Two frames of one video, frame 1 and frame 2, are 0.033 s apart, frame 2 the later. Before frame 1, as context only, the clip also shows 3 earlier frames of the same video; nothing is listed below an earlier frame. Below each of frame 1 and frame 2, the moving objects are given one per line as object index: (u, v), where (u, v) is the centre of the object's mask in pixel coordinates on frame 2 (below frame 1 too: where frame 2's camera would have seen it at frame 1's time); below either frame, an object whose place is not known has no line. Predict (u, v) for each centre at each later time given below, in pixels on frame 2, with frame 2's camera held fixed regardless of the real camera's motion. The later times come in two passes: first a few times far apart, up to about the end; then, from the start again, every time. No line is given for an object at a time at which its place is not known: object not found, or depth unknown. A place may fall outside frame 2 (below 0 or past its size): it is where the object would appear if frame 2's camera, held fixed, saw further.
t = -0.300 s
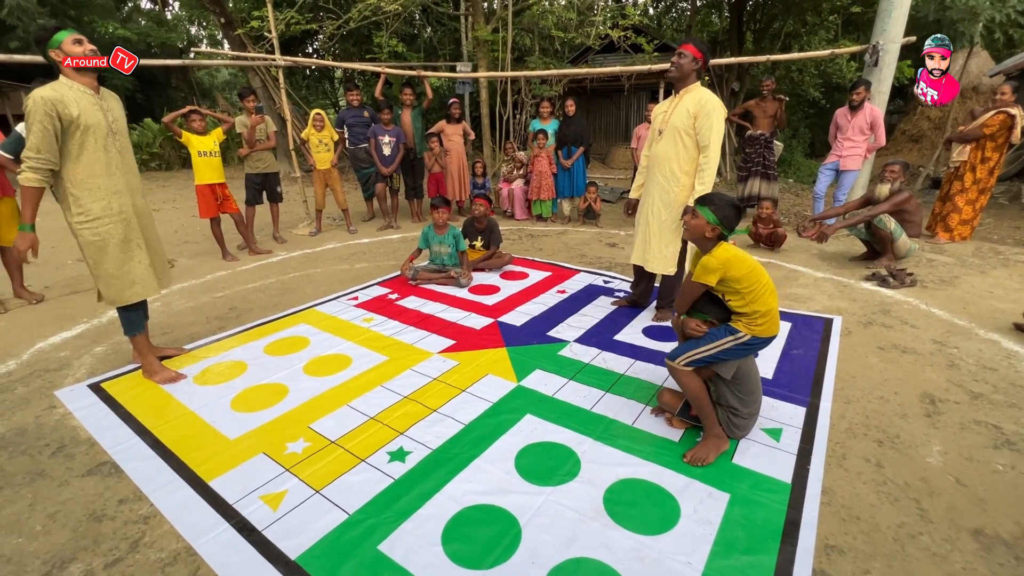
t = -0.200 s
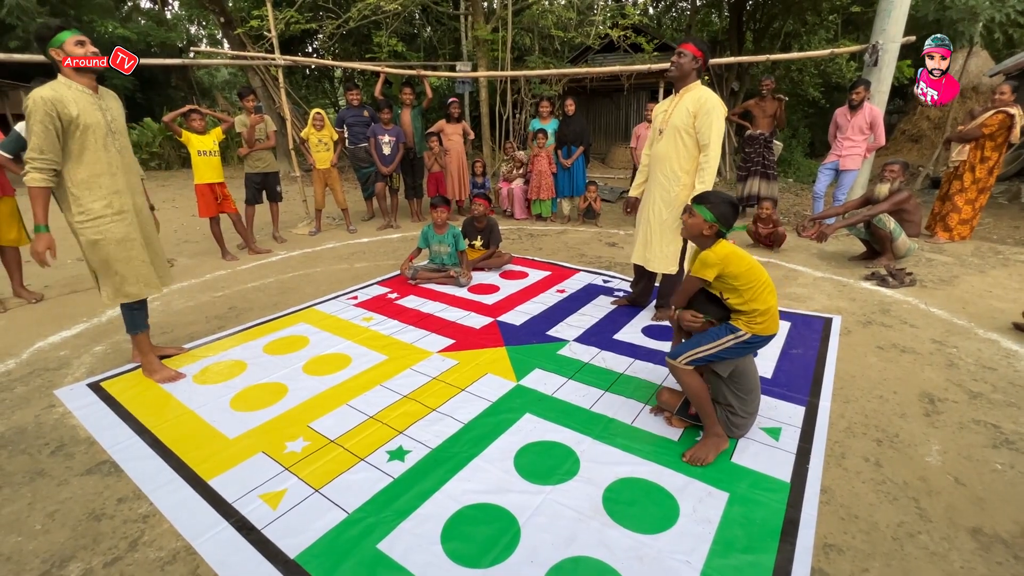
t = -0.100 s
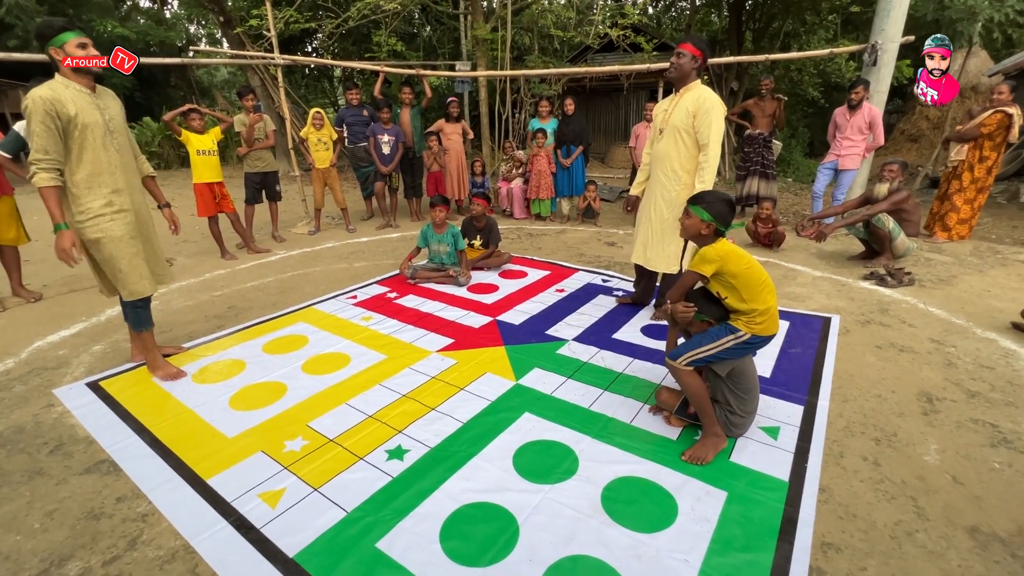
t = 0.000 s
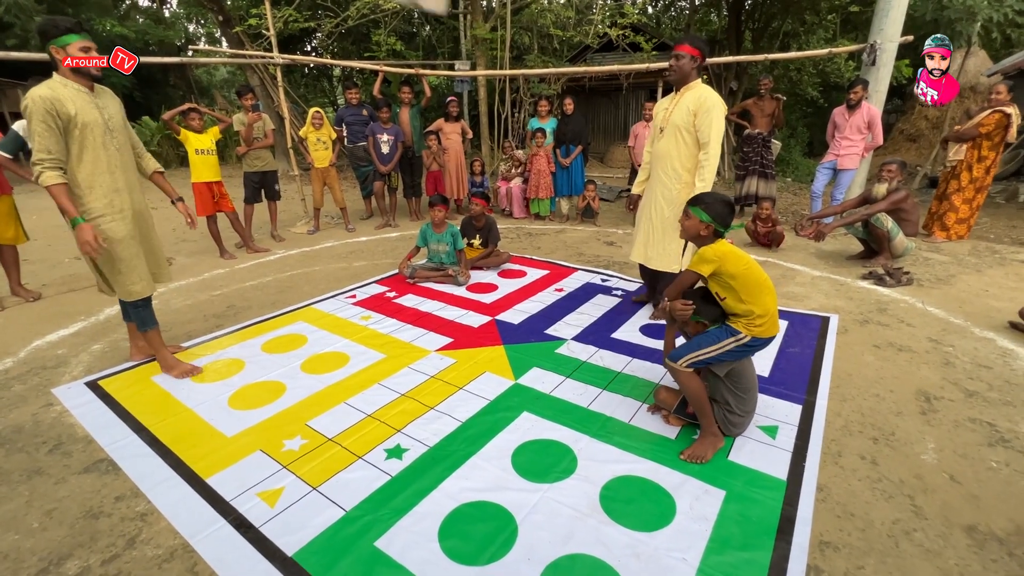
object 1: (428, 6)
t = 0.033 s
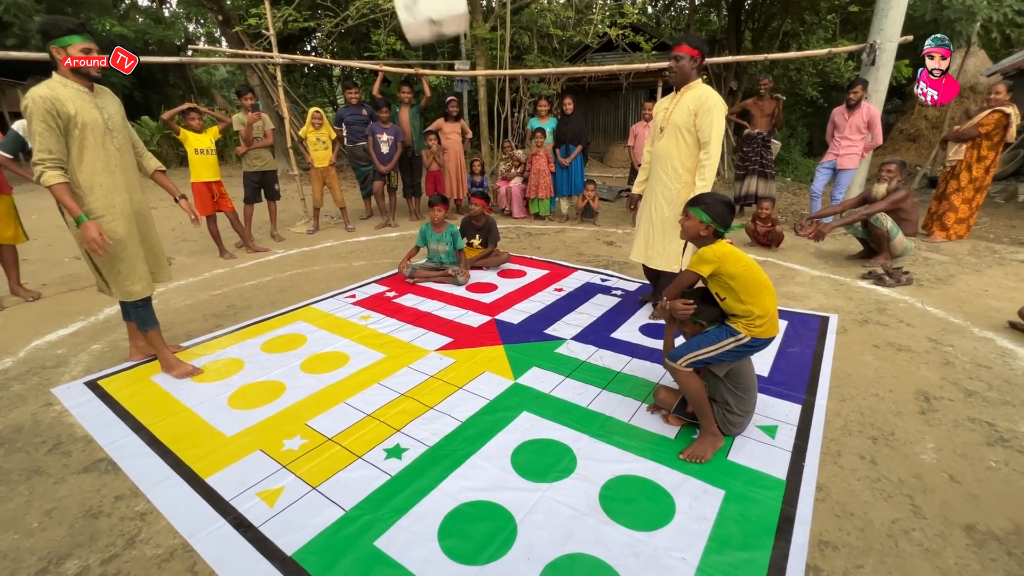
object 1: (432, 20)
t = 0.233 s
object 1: (480, 193)
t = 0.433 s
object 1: (493, 296)
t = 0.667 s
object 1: (448, 281)
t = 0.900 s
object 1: (422, 290)
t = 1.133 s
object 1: (410, 289)
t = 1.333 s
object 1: (401, 292)
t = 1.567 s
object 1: (390, 293)
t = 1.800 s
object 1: (389, 297)
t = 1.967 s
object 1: (389, 297)
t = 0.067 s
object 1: (439, 31)
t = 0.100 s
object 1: (445, 53)
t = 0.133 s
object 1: (454, 88)
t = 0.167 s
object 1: (462, 124)
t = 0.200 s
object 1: (471, 159)
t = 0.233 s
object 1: (480, 193)
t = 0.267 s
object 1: (487, 226)
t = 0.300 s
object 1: (495, 256)
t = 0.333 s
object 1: (502, 289)
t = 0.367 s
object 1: (508, 312)
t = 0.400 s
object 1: (500, 306)
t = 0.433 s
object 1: (493, 296)
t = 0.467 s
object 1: (485, 288)
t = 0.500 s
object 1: (478, 283)
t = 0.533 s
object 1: (472, 279)
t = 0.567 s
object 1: (466, 277)
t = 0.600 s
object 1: (460, 277)
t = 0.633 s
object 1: (453, 278)
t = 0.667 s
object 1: (448, 281)
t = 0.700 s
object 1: (444, 286)
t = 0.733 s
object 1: (439, 291)
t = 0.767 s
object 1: (436, 296)
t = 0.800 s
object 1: (432, 293)
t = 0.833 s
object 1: (429, 291)
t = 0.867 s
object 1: (426, 291)
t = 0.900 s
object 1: (422, 290)
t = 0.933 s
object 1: (420, 289)
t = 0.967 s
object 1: (418, 289)
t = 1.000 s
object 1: (417, 288)
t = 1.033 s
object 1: (415, 288)
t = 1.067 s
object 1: (413, 289)
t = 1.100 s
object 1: (411, 288)
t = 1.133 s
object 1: (410, 289)
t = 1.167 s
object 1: (408, 289)
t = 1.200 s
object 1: (406, 290)
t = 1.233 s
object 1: (405, 291)
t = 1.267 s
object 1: (404, 292)
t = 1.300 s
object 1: (402, 293)
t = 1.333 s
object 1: (401, 292)
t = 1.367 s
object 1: (399, 293)
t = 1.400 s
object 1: (398, 294)
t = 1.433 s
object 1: (396, 293)
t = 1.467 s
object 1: (394, 292)
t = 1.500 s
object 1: (392, 292)
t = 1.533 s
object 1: (391, 292)
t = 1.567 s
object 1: (390, 293)
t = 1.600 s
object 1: (390, 293)
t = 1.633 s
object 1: (389, 294)
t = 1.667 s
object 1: (389, 295)
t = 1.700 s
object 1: (389, 297)
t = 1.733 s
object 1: (389, 297)
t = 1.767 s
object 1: (389, 297)
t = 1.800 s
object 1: (389, 297)
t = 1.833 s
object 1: (389, 297)
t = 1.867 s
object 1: (389, 297)
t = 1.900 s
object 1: (389, 297)
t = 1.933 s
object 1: (389, 297)
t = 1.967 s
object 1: (389, 297)
